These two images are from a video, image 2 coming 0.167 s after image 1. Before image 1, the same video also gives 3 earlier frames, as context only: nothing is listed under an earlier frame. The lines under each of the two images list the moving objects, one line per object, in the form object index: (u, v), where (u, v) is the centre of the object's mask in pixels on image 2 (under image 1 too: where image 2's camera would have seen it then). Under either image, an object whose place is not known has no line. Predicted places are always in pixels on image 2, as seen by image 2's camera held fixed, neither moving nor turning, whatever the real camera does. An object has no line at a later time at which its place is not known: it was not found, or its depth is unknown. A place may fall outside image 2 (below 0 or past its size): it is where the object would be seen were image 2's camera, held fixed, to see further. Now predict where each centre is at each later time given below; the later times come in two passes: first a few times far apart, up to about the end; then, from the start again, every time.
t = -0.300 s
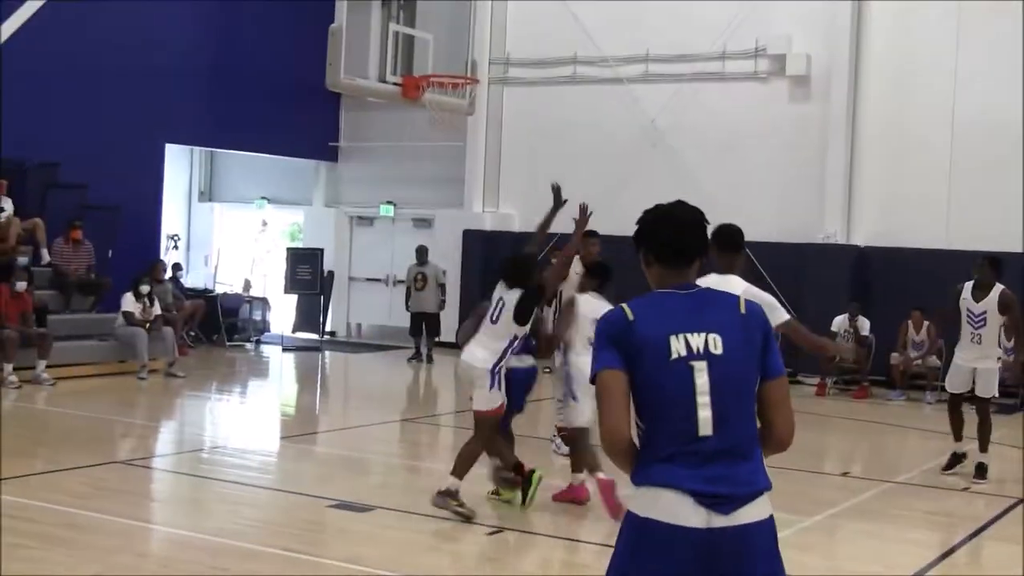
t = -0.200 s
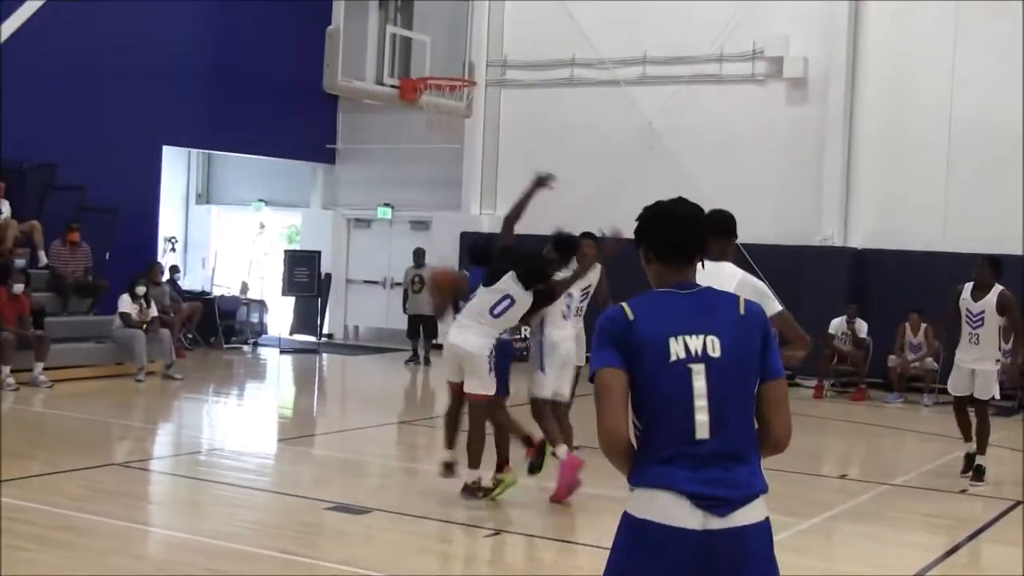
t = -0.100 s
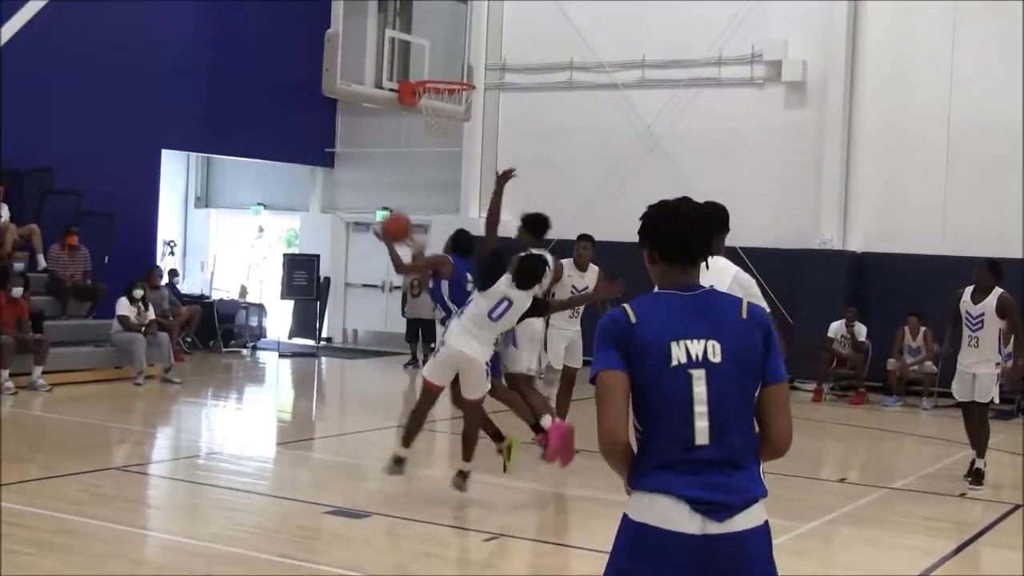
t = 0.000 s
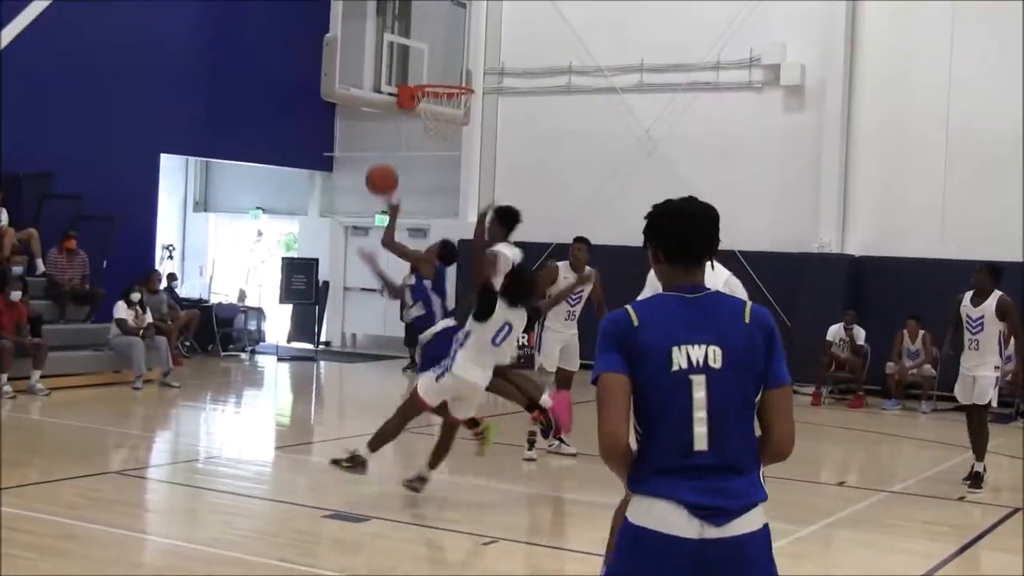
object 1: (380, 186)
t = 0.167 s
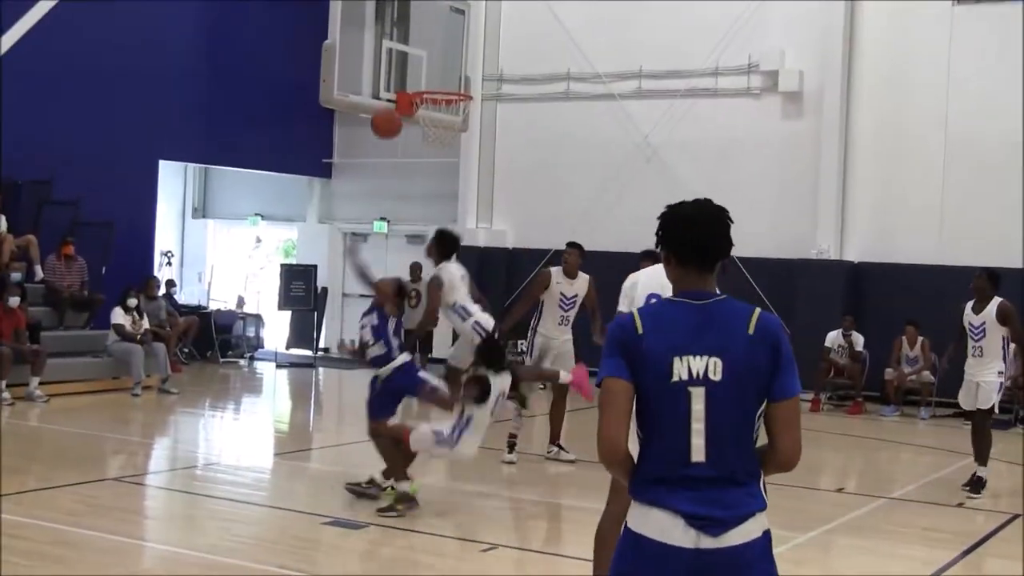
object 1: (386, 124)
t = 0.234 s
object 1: (387, 109)
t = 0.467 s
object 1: (390, 98)
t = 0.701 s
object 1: (389, 146)
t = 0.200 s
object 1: (387, 116)
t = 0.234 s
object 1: (387, 109)
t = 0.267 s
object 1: (387, 103)
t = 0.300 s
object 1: (390, 100)
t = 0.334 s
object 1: (390, 98)
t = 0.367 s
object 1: (390, 97)
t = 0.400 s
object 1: (394, 95)
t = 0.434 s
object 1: (392, 96)
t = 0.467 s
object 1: (390, 98)
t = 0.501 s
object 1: (390, 100)
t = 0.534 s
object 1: (391, 104)
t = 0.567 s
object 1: (391, 109)
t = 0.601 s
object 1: (390, 116)
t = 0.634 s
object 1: (389, 125)
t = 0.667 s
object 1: (390, 134)
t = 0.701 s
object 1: (389, 146)
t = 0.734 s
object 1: (389, 158)
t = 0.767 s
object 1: (388, 172)
